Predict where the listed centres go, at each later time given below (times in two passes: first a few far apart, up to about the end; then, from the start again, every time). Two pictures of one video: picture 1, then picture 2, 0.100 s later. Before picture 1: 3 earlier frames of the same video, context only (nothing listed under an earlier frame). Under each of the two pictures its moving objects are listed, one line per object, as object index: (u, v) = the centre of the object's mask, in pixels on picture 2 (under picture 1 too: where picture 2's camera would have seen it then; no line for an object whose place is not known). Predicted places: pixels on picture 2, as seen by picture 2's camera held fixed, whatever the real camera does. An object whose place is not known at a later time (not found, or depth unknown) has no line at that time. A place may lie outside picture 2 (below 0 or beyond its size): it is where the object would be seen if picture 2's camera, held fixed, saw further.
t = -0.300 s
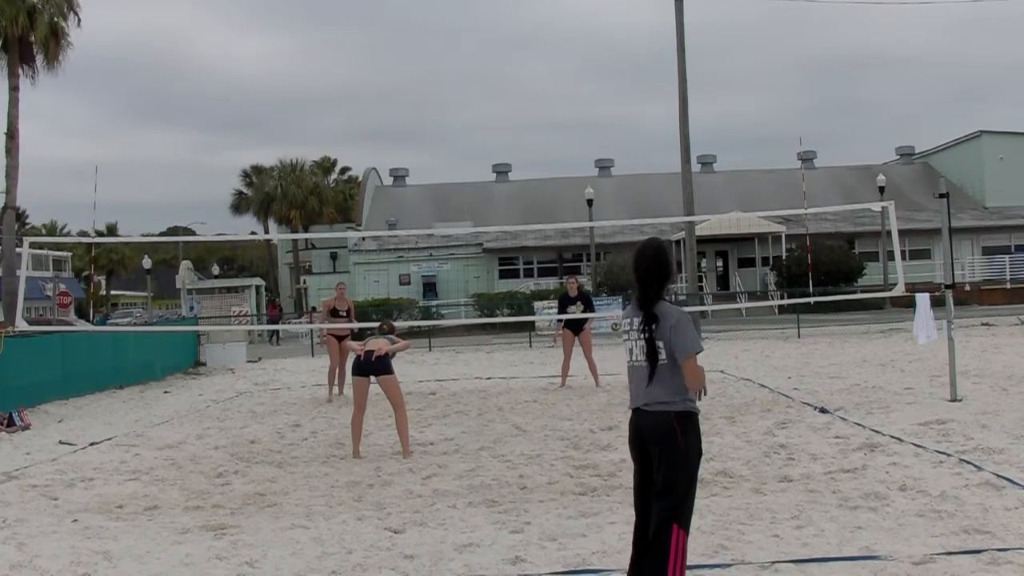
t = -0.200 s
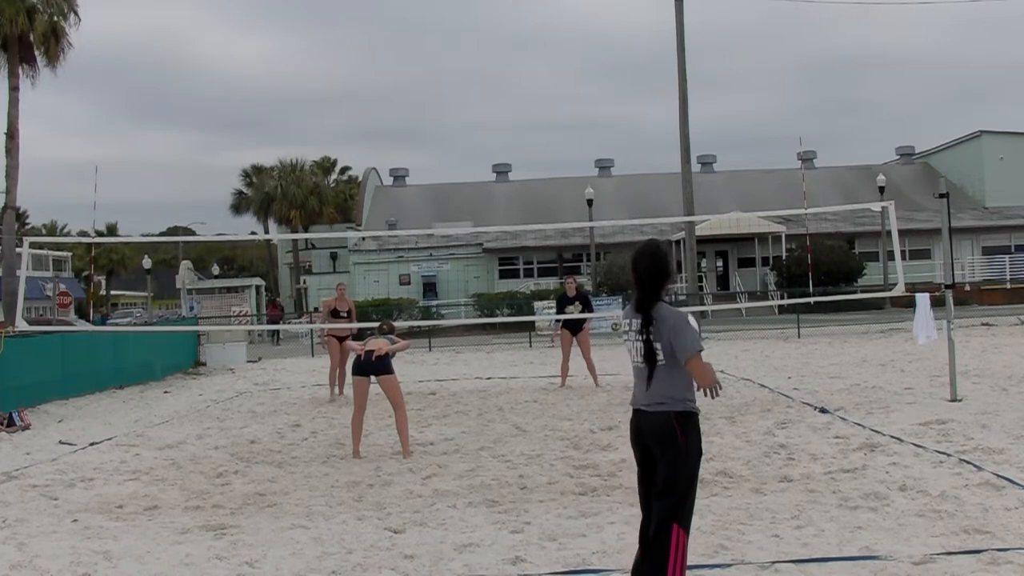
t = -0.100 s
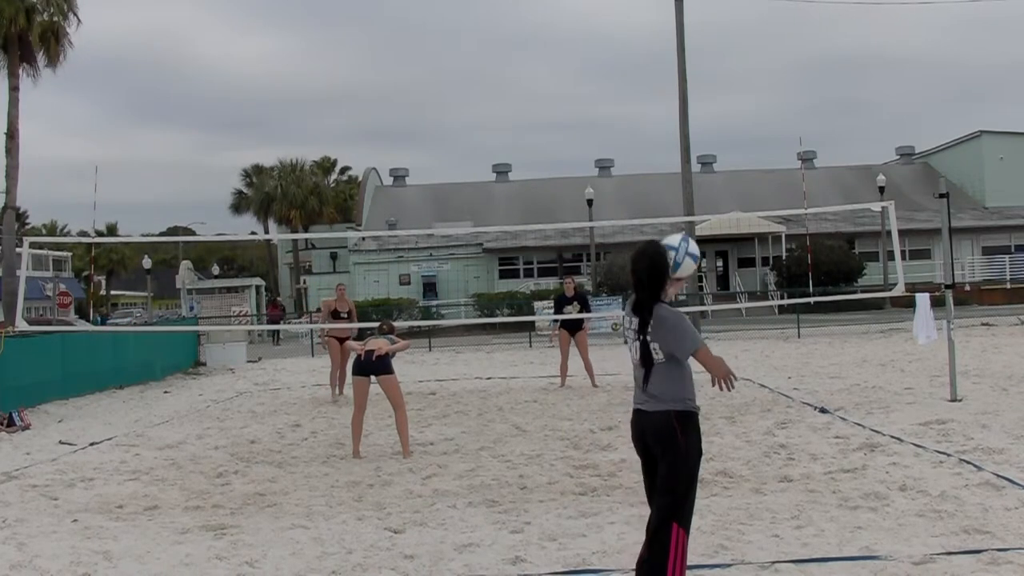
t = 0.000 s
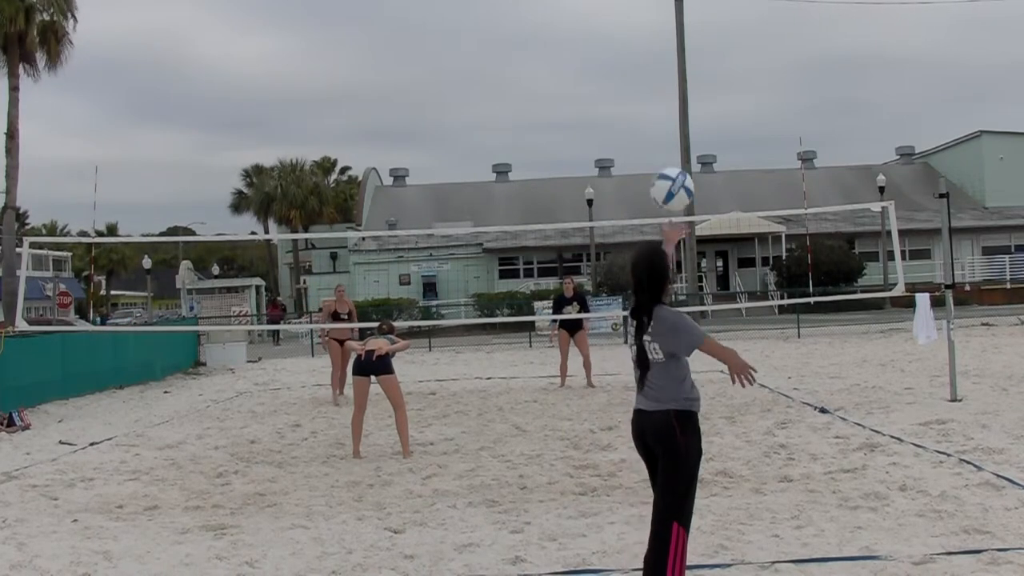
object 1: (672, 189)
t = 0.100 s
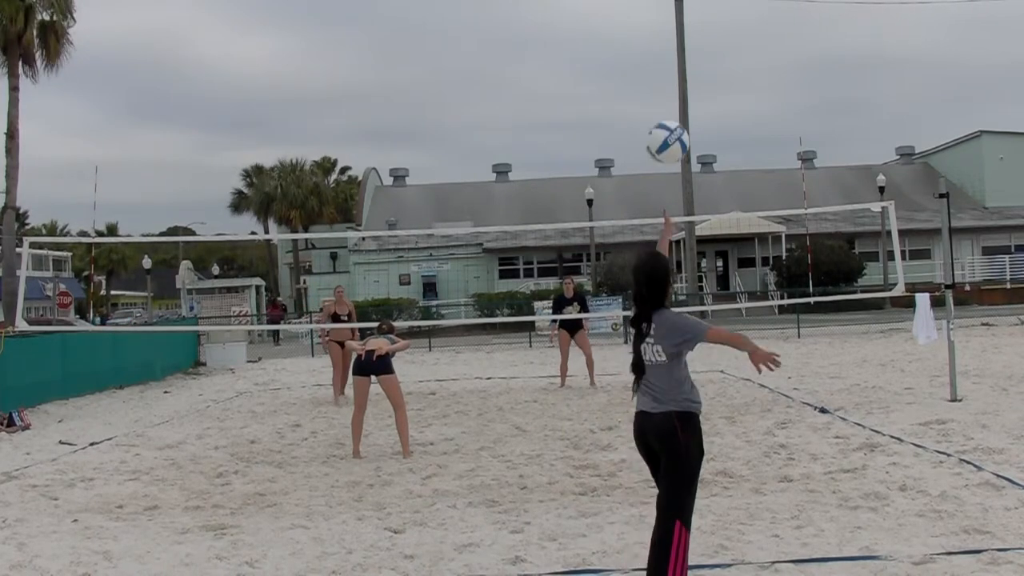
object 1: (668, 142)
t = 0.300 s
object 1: (660, 106)
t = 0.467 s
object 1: (656, 136)
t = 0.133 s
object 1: (666, 130)
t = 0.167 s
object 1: (665, 121)
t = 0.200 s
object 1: (663, 115)
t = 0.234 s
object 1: (662, 110)
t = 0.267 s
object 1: (661, 107)
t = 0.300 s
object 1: (660, 106)
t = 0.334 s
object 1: (659, 108)
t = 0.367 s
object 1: (658, 112)
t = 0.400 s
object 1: (657, 118)
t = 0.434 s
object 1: (656, 126)
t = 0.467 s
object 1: (656, 136)
